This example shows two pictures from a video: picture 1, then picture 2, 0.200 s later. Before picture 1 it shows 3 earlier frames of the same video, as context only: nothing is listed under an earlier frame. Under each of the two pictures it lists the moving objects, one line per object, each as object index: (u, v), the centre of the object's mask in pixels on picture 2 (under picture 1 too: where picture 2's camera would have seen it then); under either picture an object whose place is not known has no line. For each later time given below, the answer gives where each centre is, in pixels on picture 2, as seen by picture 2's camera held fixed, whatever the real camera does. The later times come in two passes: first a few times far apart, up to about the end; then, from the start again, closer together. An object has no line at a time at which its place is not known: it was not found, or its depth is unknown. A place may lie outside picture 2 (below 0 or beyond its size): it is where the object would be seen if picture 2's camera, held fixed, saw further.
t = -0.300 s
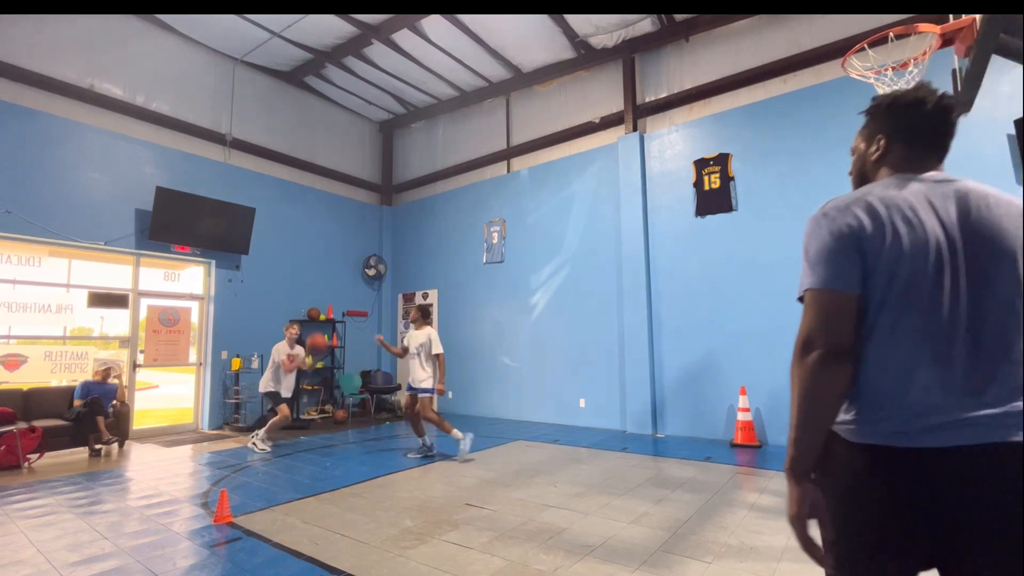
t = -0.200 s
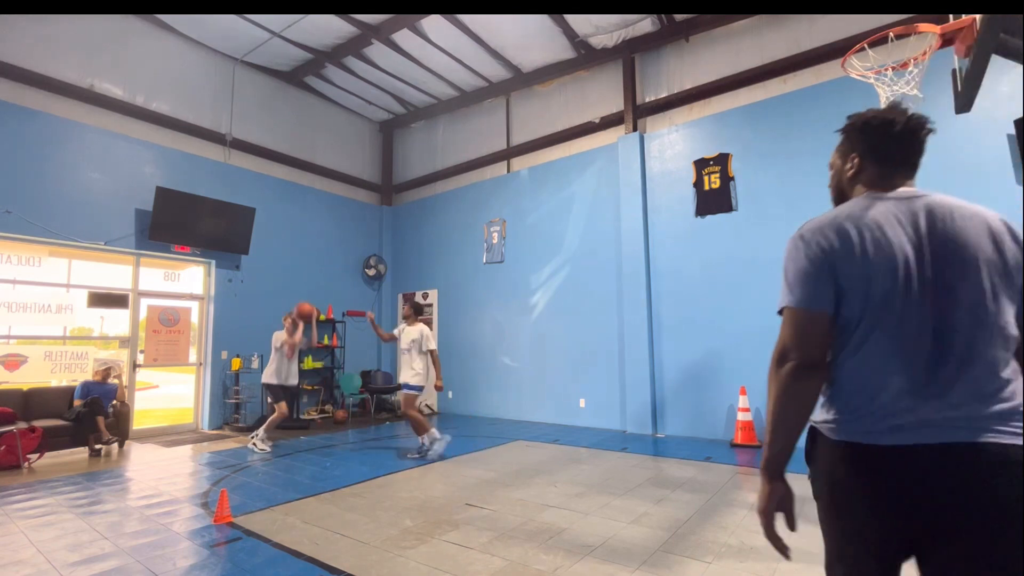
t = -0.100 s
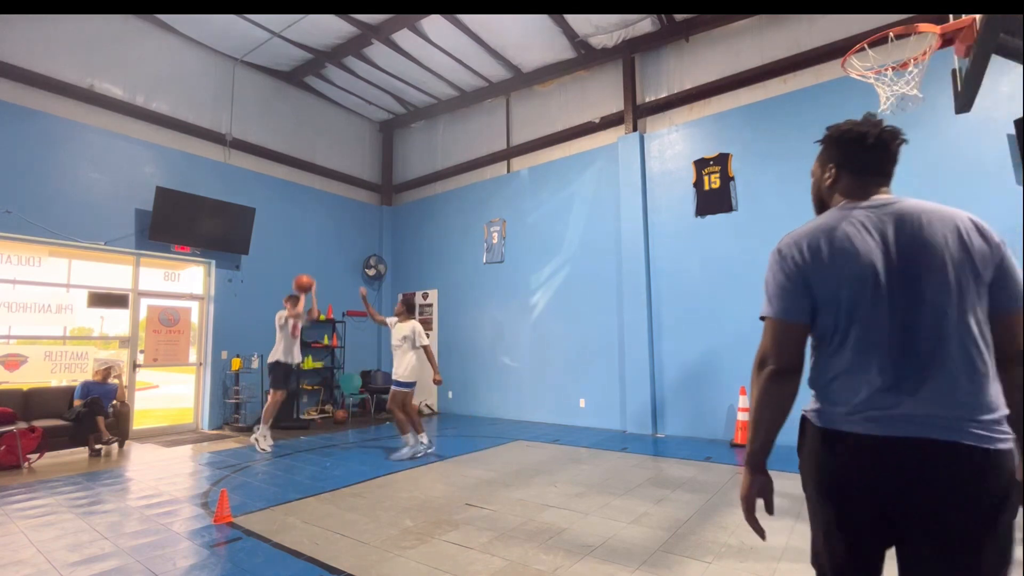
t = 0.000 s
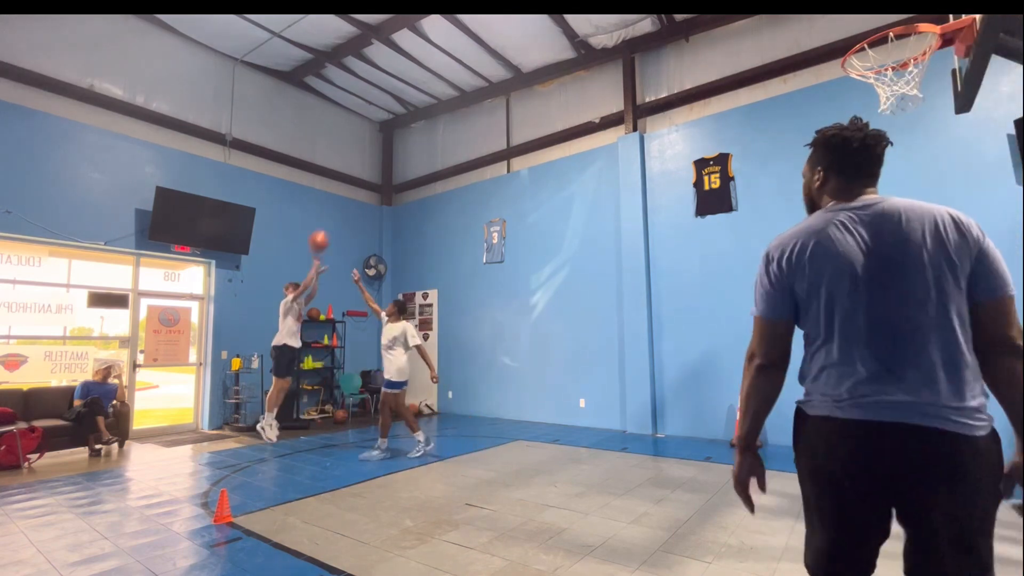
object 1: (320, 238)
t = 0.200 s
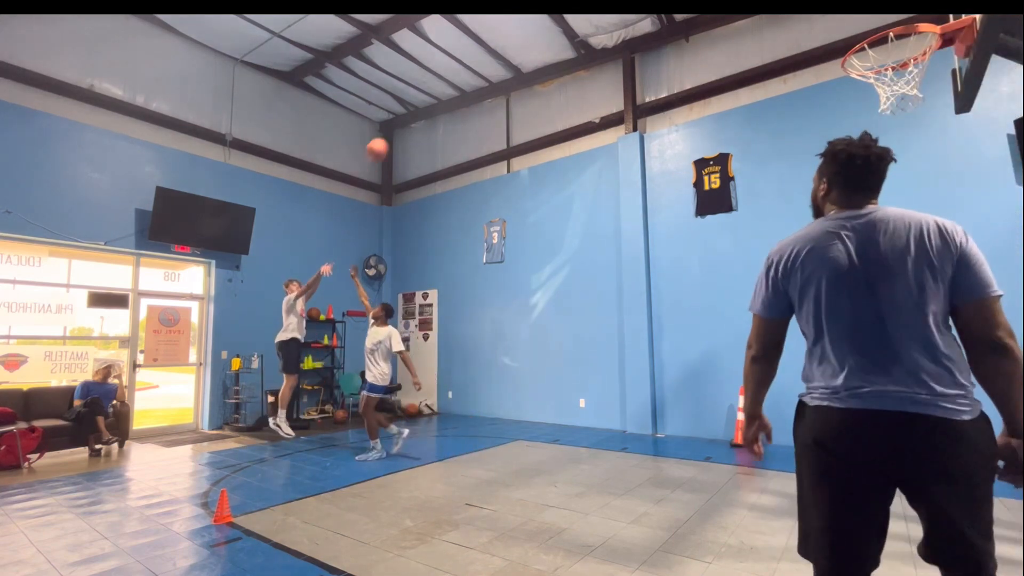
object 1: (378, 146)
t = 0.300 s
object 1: (412, 106)
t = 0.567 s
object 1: (511, 26)
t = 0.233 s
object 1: (389, 131)
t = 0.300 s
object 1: (412, 106)
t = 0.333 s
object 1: (423, 94)
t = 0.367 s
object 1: (434, 82)
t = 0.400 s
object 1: (446, 71)
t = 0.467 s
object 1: (471, 50)
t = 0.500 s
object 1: (483, 41)
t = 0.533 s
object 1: (497, 33)
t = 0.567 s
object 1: (511, 26)
